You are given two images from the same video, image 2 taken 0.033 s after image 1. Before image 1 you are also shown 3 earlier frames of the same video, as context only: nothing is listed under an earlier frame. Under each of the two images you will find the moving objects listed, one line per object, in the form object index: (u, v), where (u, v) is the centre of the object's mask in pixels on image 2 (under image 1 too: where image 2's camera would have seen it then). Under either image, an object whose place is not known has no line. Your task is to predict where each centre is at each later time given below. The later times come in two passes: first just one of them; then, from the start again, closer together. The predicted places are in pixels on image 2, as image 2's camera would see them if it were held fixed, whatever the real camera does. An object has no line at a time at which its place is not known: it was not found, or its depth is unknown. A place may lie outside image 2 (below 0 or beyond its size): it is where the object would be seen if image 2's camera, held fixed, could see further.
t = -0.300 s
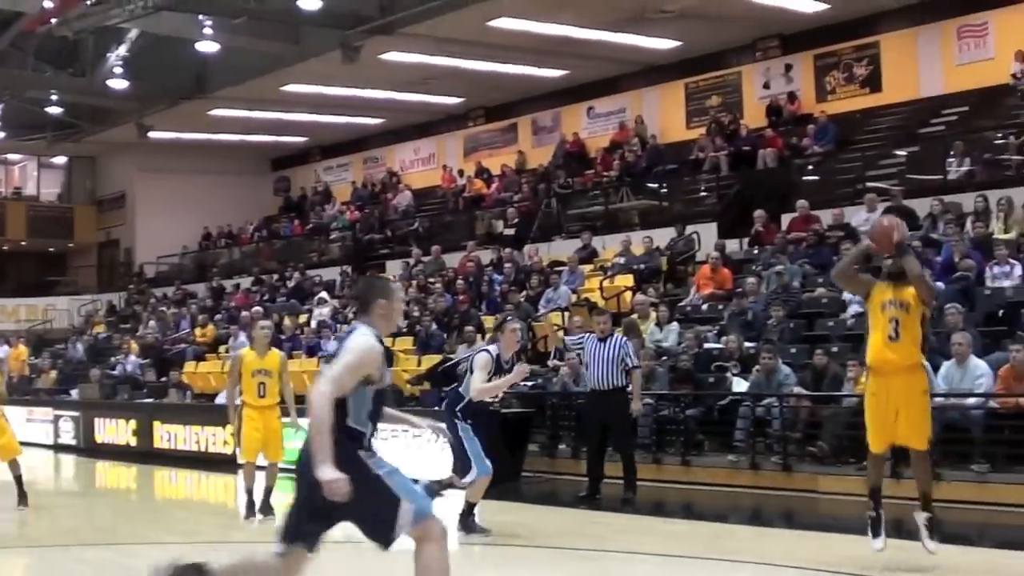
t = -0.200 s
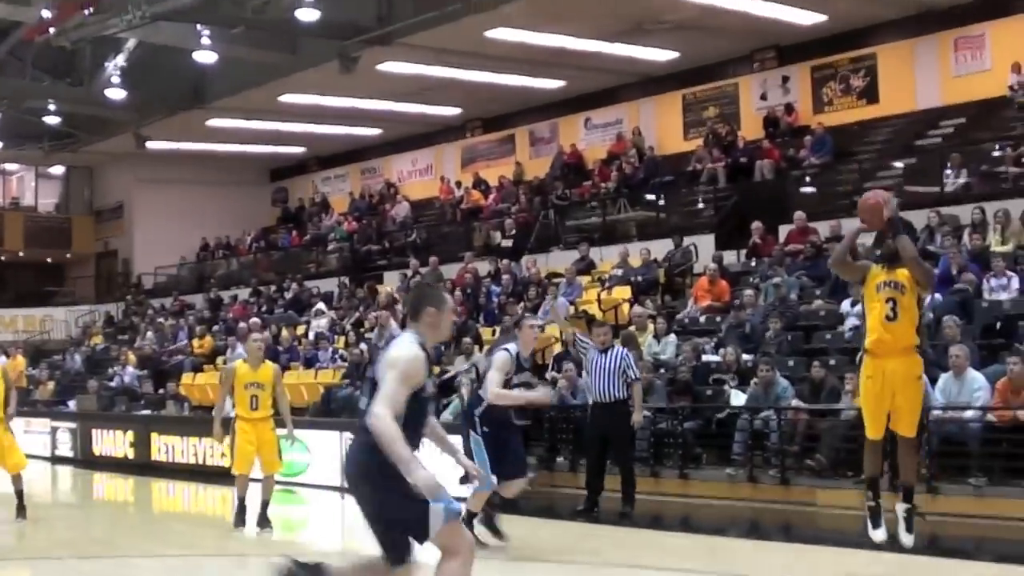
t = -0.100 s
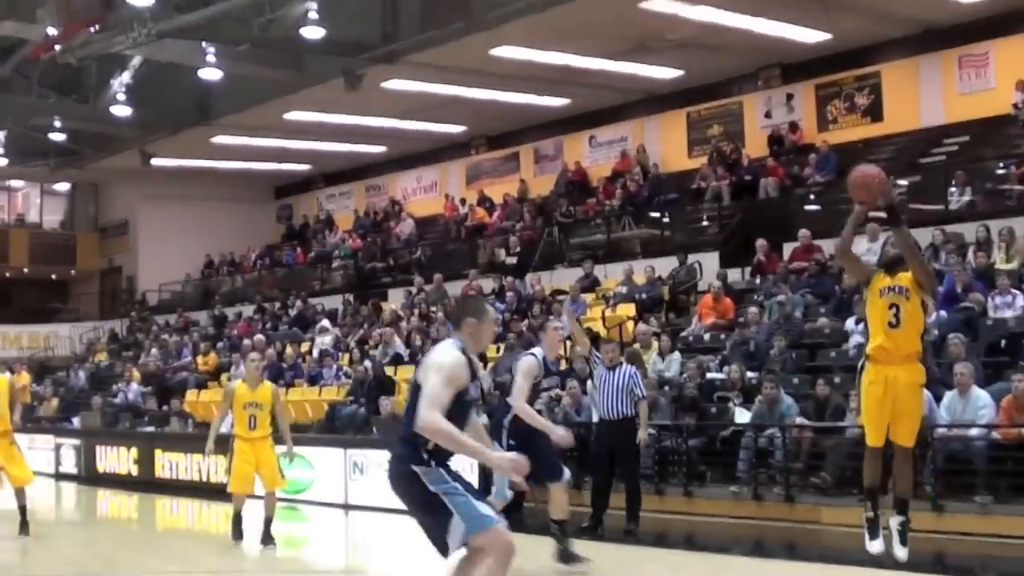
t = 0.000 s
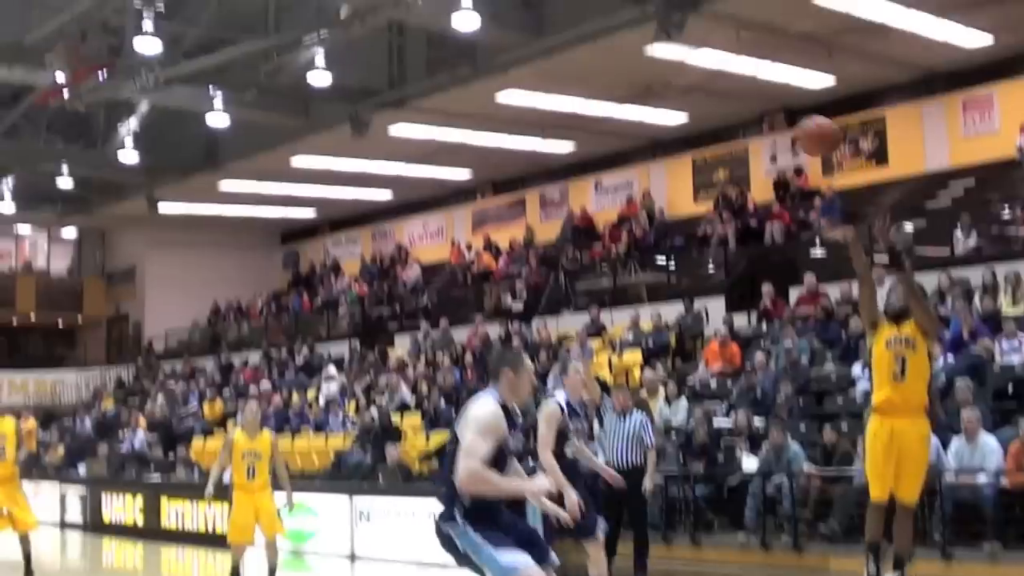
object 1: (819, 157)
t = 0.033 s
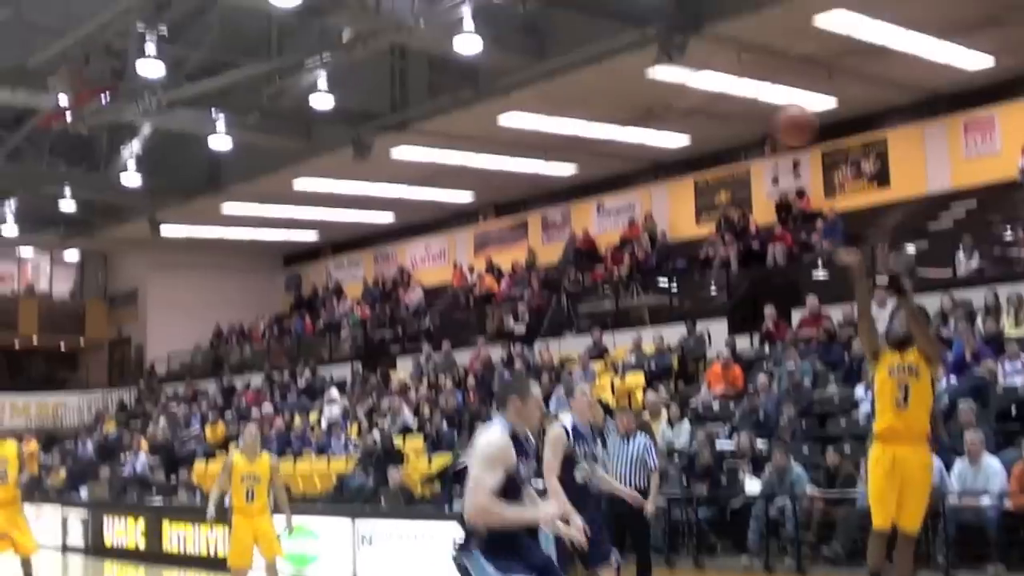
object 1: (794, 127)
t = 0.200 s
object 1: (674, -19)
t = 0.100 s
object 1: (748, 63)
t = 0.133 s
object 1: (723, 33)
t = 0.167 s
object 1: (697, 7)
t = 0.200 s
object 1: (674, -19)
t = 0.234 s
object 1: (647, -48)
